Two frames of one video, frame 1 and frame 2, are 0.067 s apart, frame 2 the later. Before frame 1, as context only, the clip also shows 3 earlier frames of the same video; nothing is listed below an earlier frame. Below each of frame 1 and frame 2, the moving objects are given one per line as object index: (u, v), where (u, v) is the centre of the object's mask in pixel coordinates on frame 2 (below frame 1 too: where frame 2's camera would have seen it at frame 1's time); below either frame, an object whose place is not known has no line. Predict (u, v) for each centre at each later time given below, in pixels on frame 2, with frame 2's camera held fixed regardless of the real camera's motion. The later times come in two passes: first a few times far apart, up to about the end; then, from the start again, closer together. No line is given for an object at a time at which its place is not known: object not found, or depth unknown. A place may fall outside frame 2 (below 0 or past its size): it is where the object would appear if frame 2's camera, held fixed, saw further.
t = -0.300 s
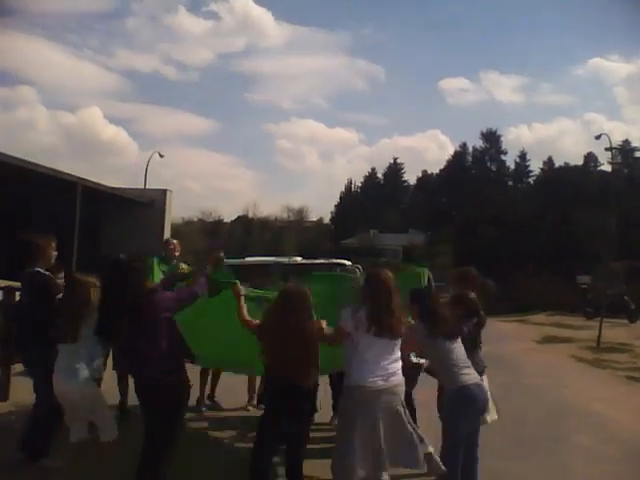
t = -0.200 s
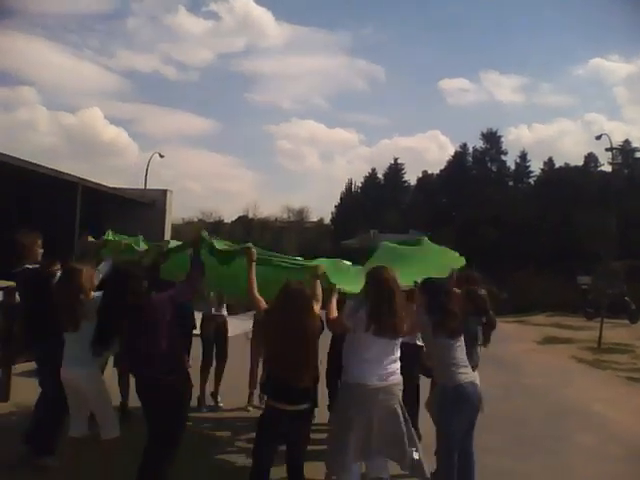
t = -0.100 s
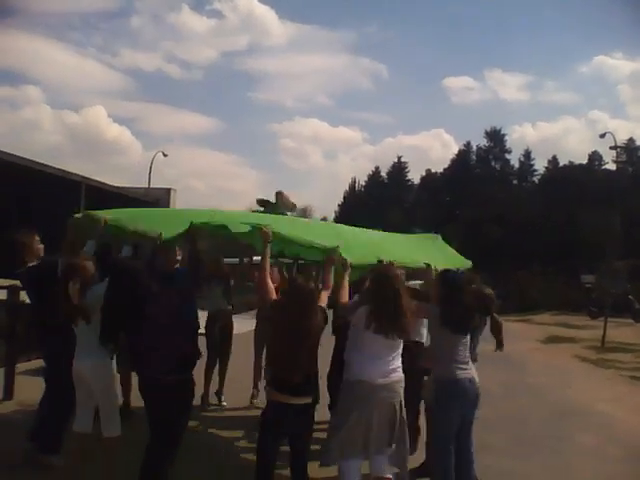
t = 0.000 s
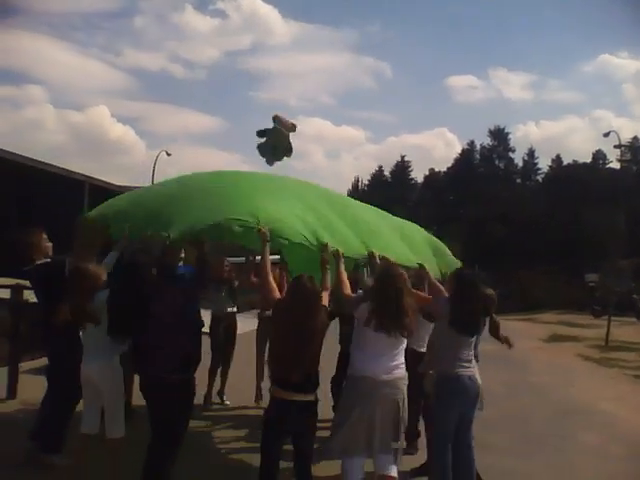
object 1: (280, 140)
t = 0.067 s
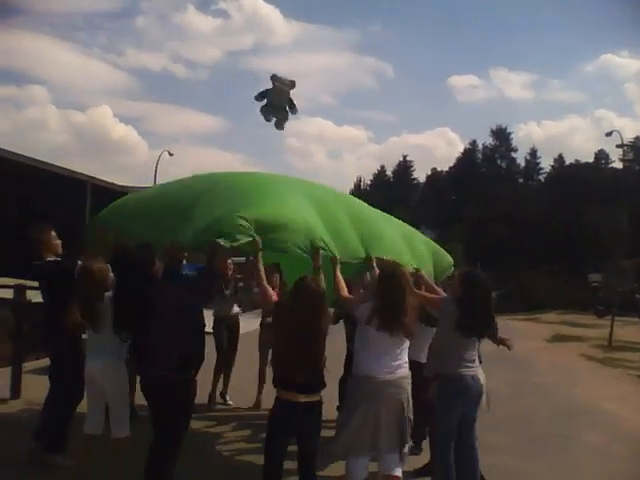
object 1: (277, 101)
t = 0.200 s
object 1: (277, 42)
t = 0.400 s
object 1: (279, 9)
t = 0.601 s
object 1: (275, 2)
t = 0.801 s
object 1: (270, 41)
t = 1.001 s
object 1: (264, 137)
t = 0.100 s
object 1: (277, 84)
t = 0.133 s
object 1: (277, 68)
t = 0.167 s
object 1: (278, 54)
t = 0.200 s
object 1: (277, 42)
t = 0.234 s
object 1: (276, 30)
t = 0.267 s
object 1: (278, 24)
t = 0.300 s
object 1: (279, 19)
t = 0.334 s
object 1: (278, 14)
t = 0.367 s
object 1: (278, 11)
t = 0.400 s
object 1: (279, 9)
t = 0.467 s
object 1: (279, 5)
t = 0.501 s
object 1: (278, 5)
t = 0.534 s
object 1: (277, 3)
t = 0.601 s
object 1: (275, 2)
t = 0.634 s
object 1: (273, 3)
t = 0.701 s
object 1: (273, 12)
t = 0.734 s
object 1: (272, 20)
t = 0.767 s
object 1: (270, 30)
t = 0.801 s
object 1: (270, 41)
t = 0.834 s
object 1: (270, 53)
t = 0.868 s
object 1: (268, 67)
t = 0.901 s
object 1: (267, 83)
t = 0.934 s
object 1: (266, 99)
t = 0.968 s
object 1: (266, 117)
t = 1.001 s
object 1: (264, 137)
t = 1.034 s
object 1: (263, 157)
